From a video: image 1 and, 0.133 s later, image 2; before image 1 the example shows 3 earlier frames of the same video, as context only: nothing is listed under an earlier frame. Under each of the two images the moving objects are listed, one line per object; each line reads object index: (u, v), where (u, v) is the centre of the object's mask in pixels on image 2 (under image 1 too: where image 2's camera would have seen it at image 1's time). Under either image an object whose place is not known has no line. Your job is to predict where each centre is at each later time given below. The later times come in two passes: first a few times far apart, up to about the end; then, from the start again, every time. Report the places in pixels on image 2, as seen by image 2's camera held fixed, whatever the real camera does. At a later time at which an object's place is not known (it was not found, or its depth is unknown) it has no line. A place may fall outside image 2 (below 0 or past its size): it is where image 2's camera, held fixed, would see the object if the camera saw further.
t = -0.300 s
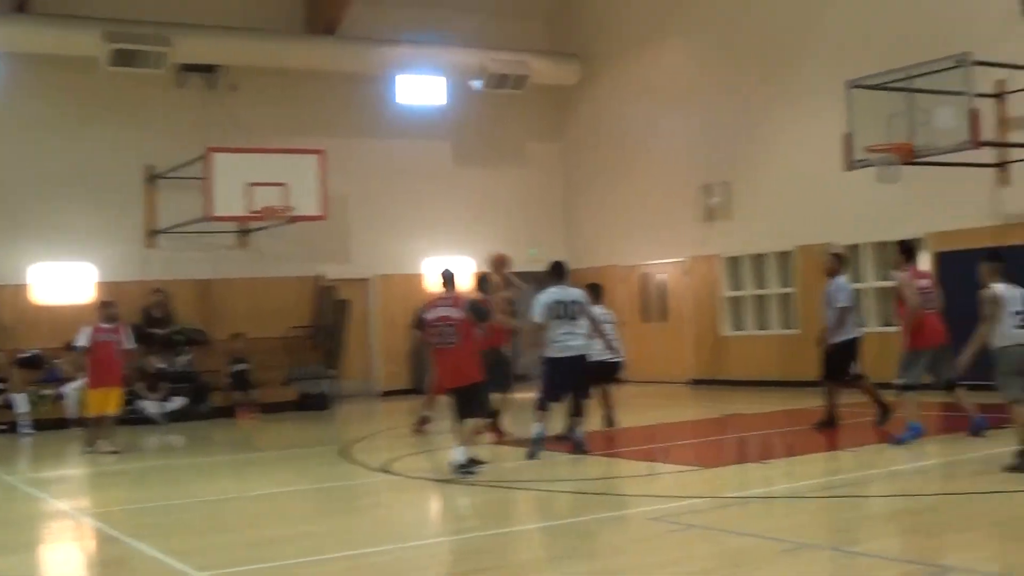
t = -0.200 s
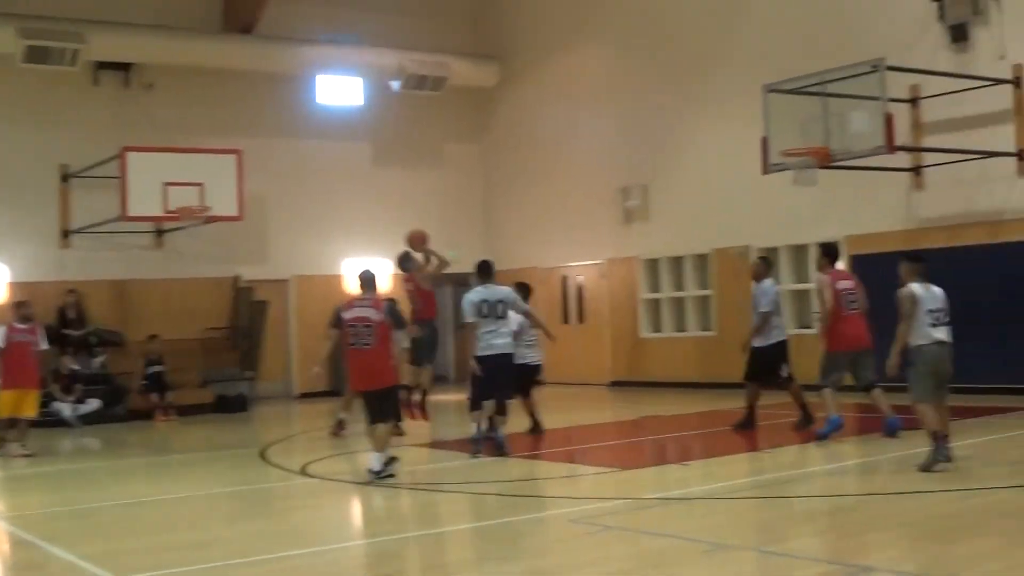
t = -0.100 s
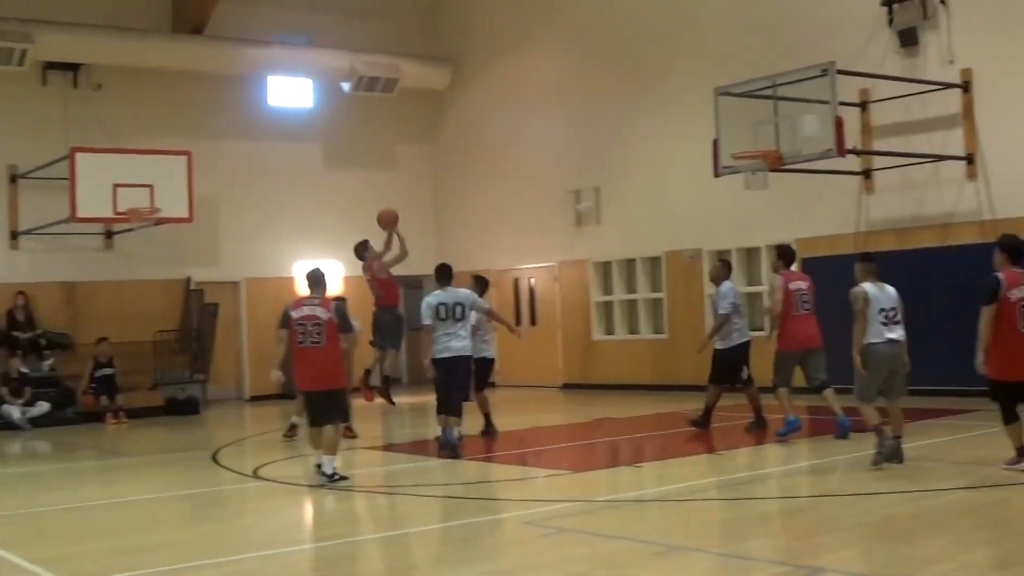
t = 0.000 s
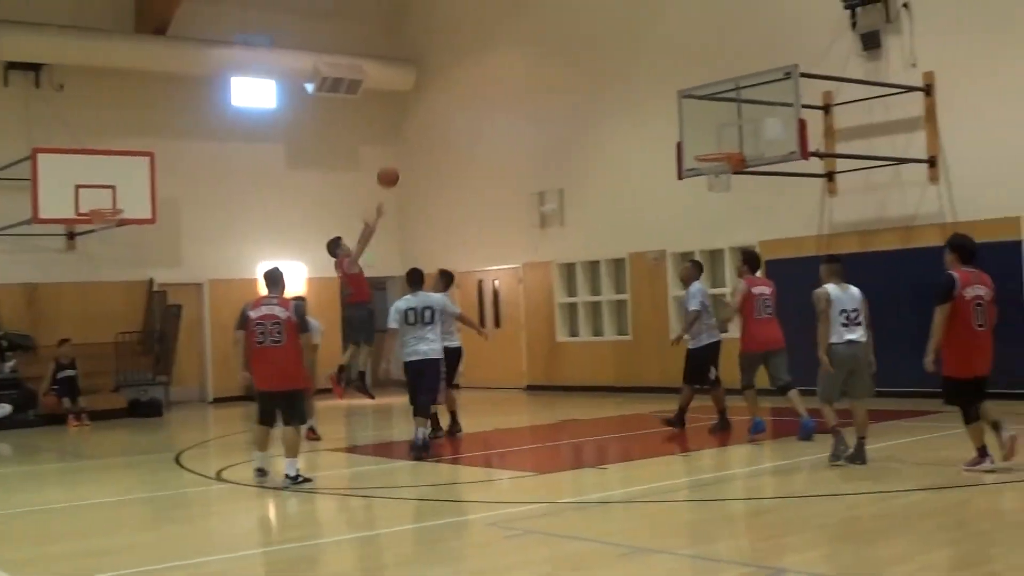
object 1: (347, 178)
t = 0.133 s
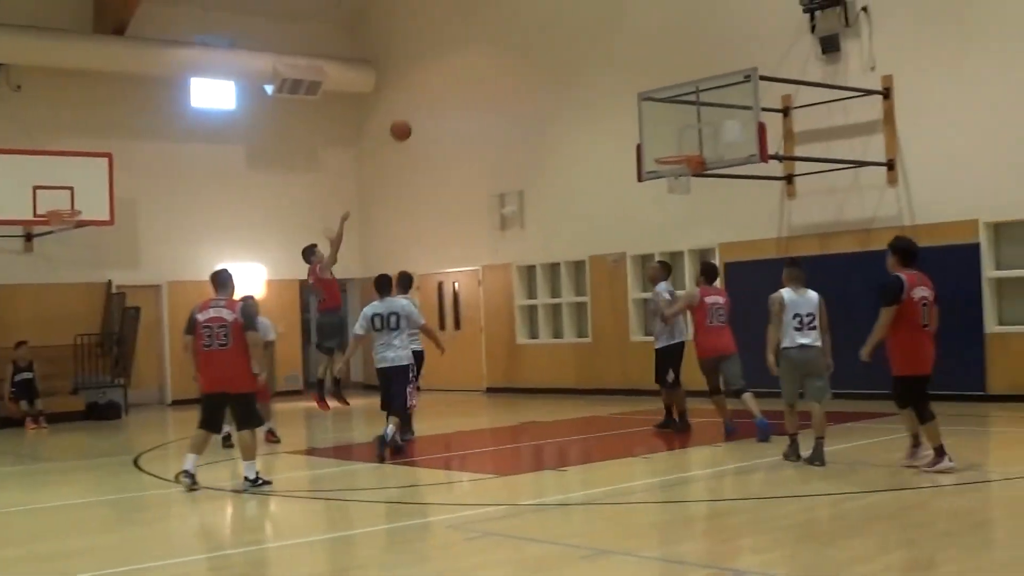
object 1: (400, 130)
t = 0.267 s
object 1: (452, 99)
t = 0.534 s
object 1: (551, 83)
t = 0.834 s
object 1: (660, 137)
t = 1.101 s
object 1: (693, 98)
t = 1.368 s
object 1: (699, 92)
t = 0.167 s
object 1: (414, 121)
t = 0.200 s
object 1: (426, 113)
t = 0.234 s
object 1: (439, 106)
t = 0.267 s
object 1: (452, 99)
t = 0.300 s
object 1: (465, 94)
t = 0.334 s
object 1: (477, 90)
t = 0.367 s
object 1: (490, 86)
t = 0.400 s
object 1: (502, 84)
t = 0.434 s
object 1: (514, 82)
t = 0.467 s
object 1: (526, 81)
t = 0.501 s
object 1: (539, 82)
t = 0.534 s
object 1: (551, 83)
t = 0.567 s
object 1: (563, 85)
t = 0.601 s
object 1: (576, 89)
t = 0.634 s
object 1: (588, 93)
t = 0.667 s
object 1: (600, 98)
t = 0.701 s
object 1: (612, 104)
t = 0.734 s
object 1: (624, 110)
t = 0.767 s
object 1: (636, 119)
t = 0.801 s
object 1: (648, 127)
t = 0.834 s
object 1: (660, 137)
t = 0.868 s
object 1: (672, 146)
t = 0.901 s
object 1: (678, 144)
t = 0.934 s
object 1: (682, 134)
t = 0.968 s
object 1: (686, 124)
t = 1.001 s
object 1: (690, 116)
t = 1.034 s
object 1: (691, 109)
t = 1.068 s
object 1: (692, 103)
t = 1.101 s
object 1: (693, 98)
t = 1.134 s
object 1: (694, 94)
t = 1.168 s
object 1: (694, 92)
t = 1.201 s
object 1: (695, 89)
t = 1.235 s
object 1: (696, 88)
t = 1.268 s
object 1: (696, 88)
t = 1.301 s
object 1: (697, 88)
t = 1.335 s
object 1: (698, 89)
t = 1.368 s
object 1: (699, 92)
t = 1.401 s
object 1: (700, 96)
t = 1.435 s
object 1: (701, 100)
